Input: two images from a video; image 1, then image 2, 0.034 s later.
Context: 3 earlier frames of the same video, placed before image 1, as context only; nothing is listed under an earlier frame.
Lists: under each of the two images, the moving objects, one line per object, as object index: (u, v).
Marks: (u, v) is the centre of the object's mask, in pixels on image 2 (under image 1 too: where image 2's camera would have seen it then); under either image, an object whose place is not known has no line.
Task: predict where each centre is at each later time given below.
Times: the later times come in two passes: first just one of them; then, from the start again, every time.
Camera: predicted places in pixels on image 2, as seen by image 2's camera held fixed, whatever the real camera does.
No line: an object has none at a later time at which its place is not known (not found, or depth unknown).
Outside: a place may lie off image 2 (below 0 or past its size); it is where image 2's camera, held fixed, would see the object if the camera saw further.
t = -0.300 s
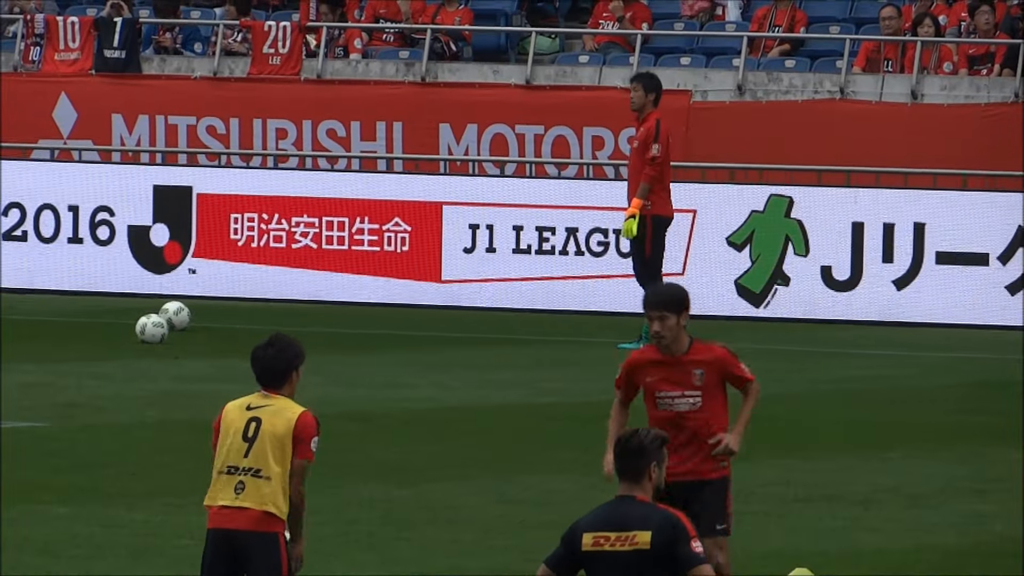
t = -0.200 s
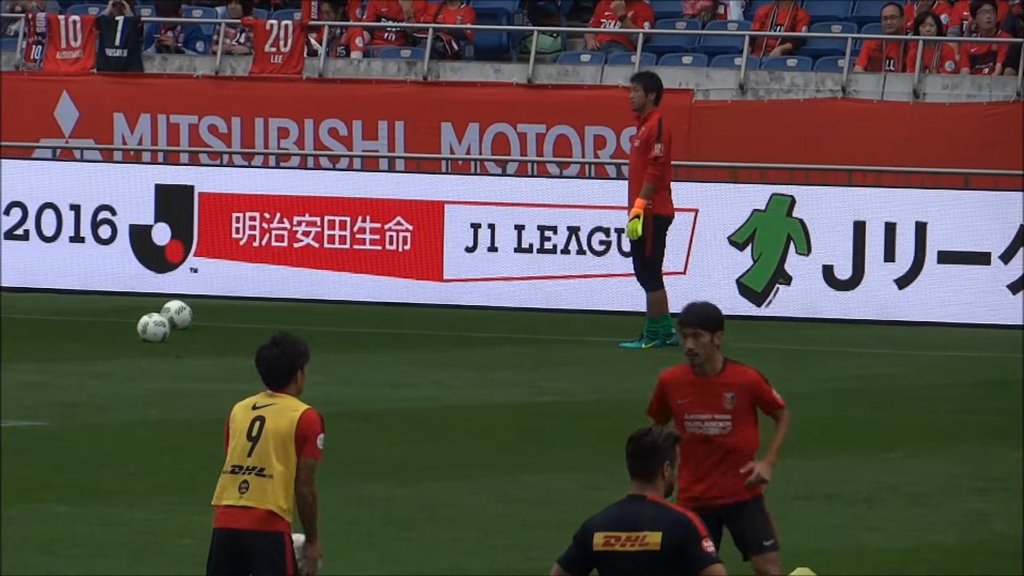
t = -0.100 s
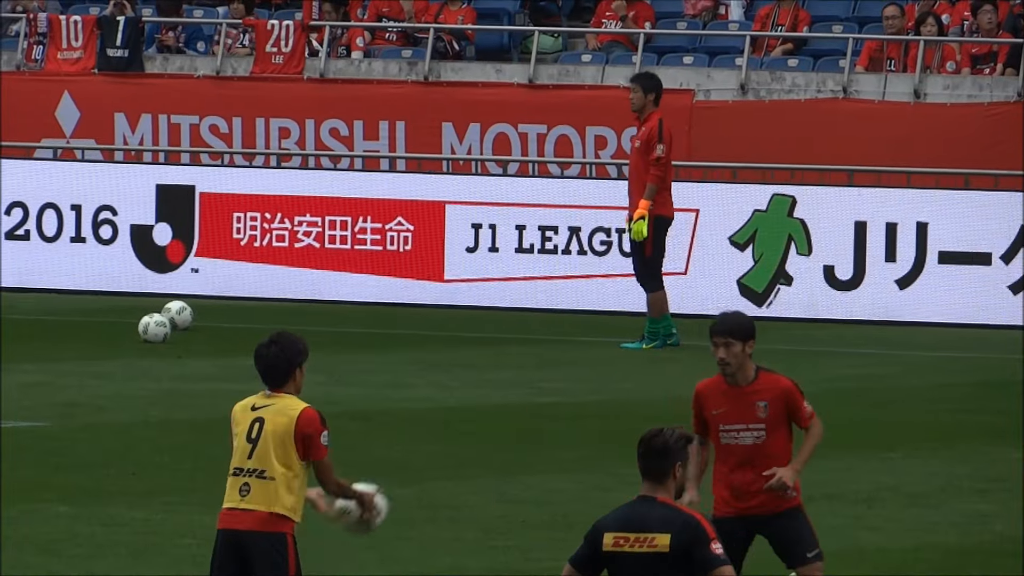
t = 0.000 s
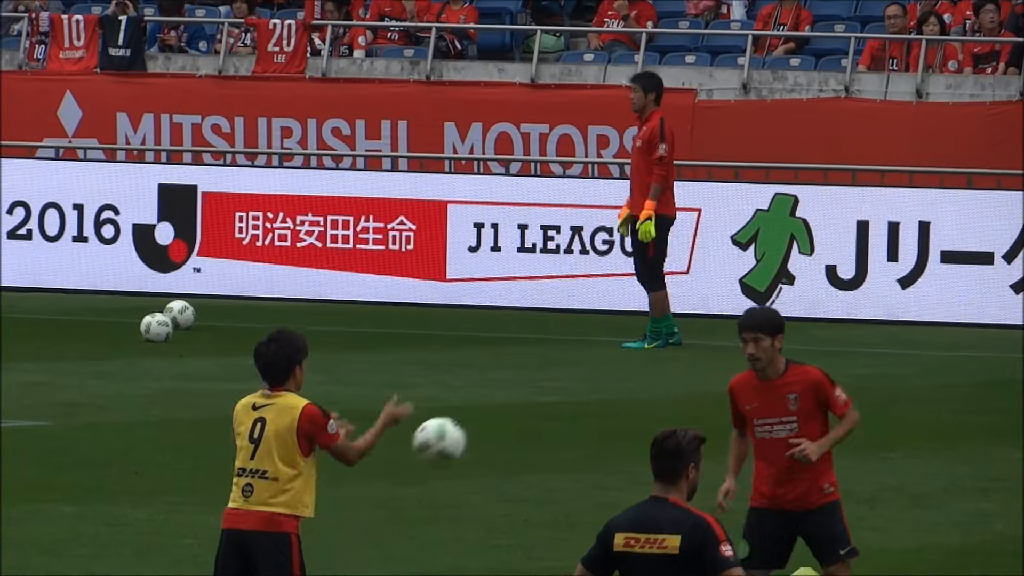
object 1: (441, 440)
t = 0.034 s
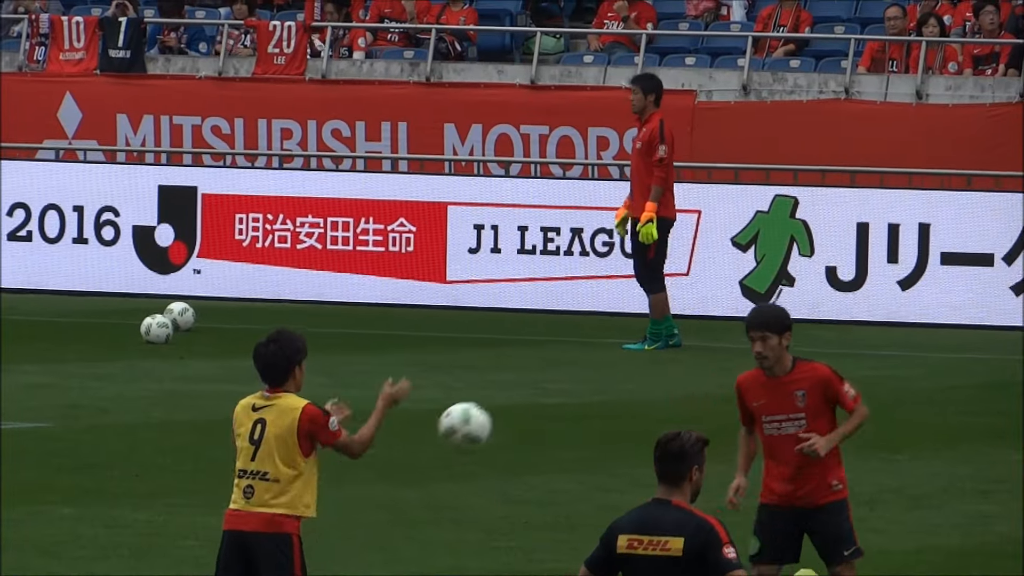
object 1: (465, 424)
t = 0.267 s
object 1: (635, 380)
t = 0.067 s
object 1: (485, 411)
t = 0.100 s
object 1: (511, 398)
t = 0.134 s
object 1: (537, 390)
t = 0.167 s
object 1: (562, 384)
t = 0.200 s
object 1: (588, 380)
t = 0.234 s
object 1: (612, 379)
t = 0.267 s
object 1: (635, 380)
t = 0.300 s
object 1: (660, 385)
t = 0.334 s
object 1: (683, 392)
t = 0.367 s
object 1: (707, 400)
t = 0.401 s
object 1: (731, 410)
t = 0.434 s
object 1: (754, 425)
